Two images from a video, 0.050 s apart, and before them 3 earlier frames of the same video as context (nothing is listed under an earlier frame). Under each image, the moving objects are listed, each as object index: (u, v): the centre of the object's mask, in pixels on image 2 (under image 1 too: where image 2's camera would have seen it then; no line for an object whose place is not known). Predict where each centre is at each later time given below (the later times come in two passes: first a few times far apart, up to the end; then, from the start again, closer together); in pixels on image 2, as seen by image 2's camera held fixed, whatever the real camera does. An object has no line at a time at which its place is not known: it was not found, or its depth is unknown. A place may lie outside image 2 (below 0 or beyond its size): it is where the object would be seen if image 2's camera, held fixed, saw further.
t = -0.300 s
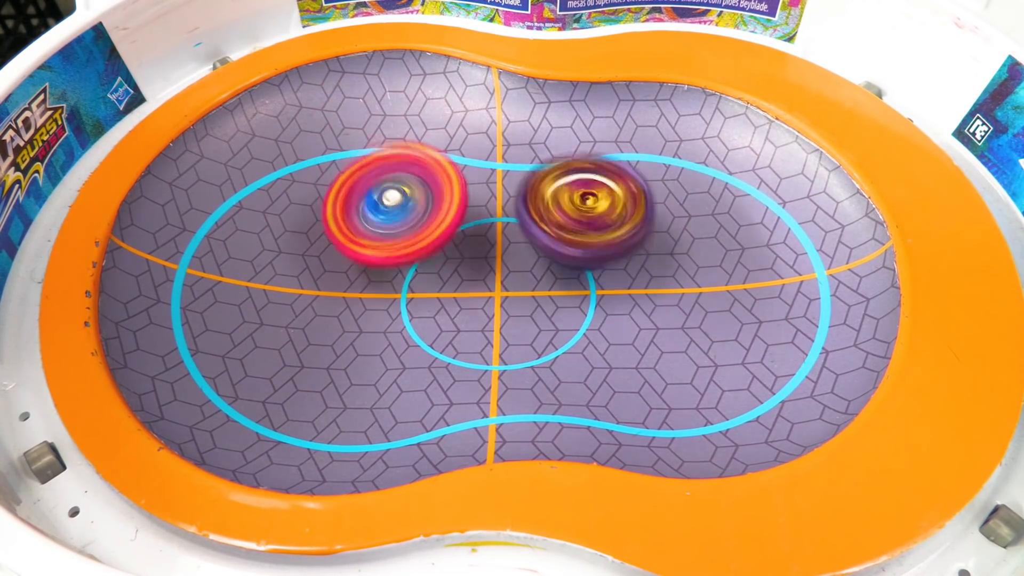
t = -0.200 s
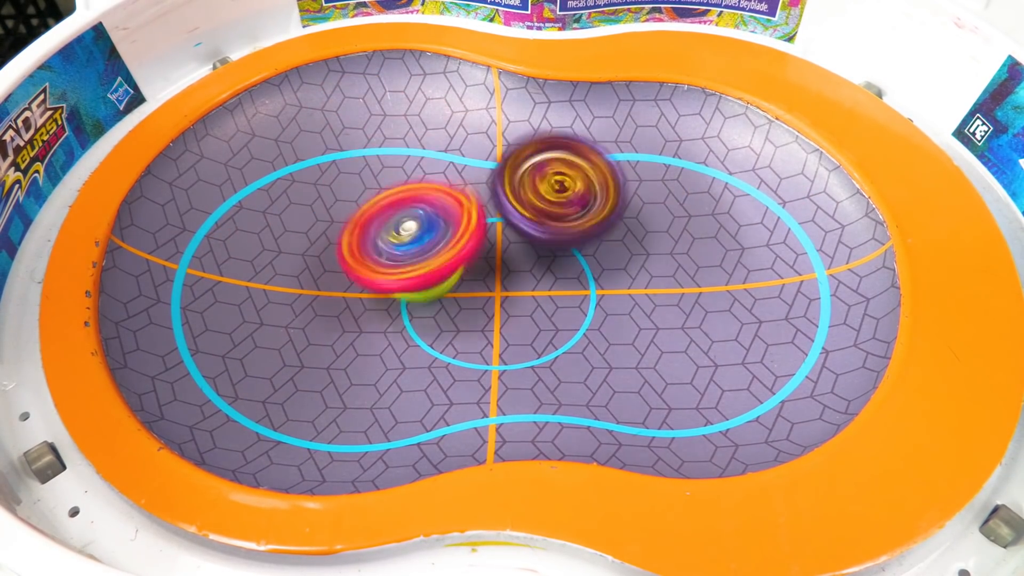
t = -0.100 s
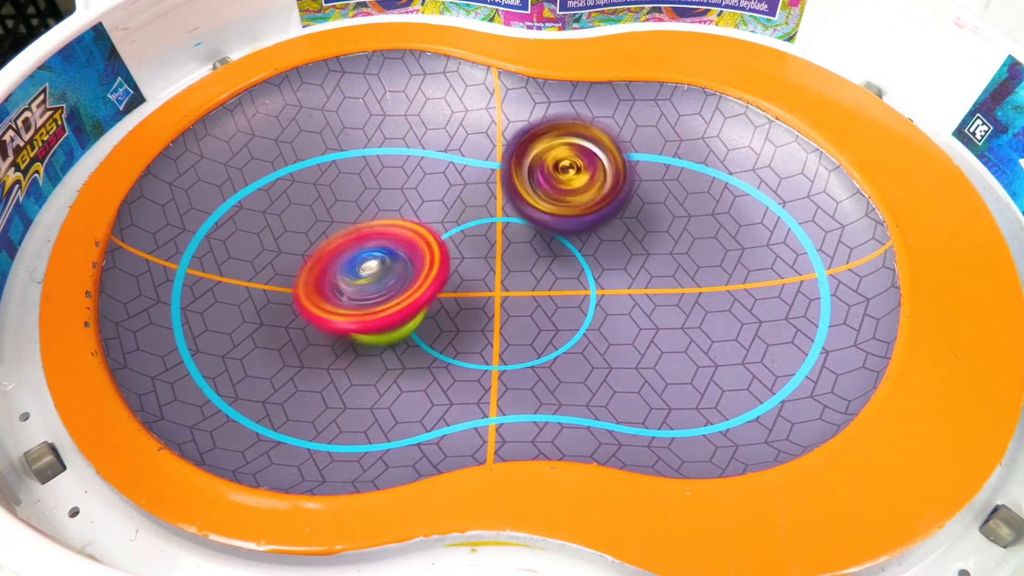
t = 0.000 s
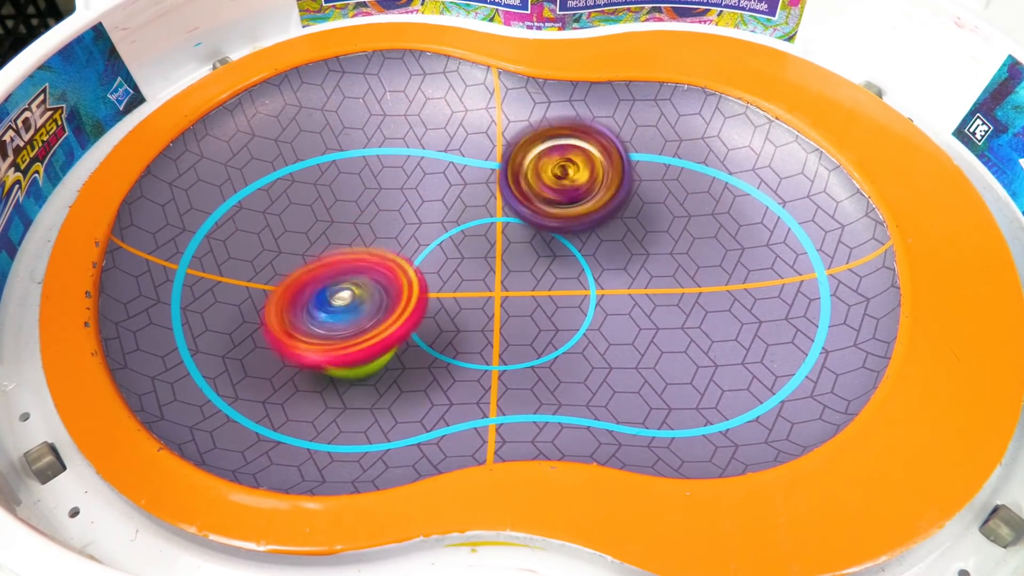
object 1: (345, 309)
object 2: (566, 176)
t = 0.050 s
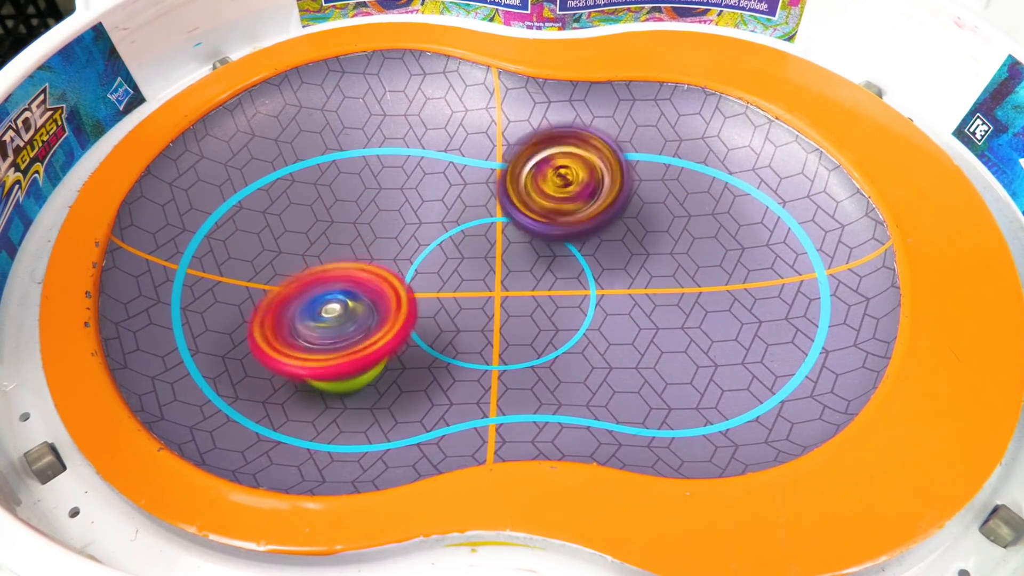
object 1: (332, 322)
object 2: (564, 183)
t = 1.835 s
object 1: (356, 248)
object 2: (762, 325)
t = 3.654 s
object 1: (348, 181)
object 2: (575, 242)
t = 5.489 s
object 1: (351, 159)
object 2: (480, 296)
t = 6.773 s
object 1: (396, 213)
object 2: (358, 288)
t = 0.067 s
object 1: (331, 325)
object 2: (565, 186)
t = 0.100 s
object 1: (328, 330)
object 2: (564, 194)
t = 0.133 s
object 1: (326, 334)
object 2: (567, 202)
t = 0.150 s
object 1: (327, 335)
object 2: (566, 208)
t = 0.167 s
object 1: (324, 336)
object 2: (569, 210)
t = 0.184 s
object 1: (327, 338)
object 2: (569, 216)
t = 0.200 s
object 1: (326, 336)
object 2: (570, 222)
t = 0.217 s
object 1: (327, 333)
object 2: (570, 224)
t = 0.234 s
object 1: (328, 332)
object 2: (573, 230)
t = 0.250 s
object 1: (328, 329)
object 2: (574, 234)
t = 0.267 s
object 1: (331, 326)
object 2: (573, 239)
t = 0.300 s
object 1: (333, 320)
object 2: (577, 247)
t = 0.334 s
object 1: (333, 309)
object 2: (579, 255)
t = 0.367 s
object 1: (334, 299)
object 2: (581, 265)
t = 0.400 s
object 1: (334, 289)
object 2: (581, 272)
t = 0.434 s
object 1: (336, 275)
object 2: (580, 280)
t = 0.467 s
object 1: (335, 261)
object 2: (582, 285)
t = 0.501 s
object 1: (334, 246)
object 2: (582, 288)
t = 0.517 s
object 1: (332, 239)
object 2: (583, 291)
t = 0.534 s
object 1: (332, 231)
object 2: (584, 292)
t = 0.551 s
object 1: (331, 226)
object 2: (581, 293)
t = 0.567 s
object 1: (330, 219)
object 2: (583, 294)
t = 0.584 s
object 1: (330, 213)
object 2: (582, 294)
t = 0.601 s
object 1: (328, 207)
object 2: (581, 296)
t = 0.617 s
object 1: (329, 200)
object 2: (580, 294)
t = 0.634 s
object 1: (328, 195)
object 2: (580, 294)
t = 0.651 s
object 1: (327, 187)
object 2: (580, 293)
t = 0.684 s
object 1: (324, 178)
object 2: (576, 289)
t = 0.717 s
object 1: (324, 170)
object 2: (571, 284)
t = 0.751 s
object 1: (325, 163)
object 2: (567, 277)
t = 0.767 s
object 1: (323, 158)
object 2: (564, 274)
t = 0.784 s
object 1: (325, 157)
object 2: (559, 269)
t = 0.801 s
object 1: (324, 155)
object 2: (558, 265)
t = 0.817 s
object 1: (326, 152)
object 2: (552, 261)
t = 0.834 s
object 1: (326, 152)
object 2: (547, 256)
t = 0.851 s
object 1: (327, 149)
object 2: (543, 250)
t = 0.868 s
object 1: (330, 150)
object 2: (538, 244)
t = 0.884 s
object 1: (330, 149)
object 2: (533, 240)
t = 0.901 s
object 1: (333, 149)
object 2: (526, 234)
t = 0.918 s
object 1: (334, 150)
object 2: (522, 230)
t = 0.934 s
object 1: (337, 150)
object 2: (516, 224)
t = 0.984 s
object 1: (349, 154)
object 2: (496, 207)
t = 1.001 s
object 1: (351, 156)
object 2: (488, 201)
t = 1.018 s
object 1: (354, 156)
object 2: (479, 197)
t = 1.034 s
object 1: (354, 156)
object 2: (480, 198)
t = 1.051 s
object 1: (352, 154)
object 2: (481, 197)
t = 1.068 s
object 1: (353, 154)
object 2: (491, 199)
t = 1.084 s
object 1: (353, 154)
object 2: (495, 199)
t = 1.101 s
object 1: (356, 155)
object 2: (500, 201)
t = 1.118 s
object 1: (359, 157)
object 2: (506, 203)
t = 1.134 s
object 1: (360, 159)
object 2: (506, 207)
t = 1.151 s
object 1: (364, 160)
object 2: (512, 208)
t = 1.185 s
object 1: (371, 165)
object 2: (520, 217)
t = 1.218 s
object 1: (378, 171)
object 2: (528, 223)
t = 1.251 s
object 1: (387, 177)
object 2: (537, 231)
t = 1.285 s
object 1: (395, 180)
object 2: (547, 238)
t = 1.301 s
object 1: (398, 183)
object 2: (553, 242)
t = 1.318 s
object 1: (400, 185)
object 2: (553, 246)
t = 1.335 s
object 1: (405, 187)
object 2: (560, 249)
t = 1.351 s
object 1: (406, 190)
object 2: (564, 253)
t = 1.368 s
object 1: (409, 192)
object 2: (568, 260)
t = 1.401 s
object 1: (413, 201)
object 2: (576, 266)
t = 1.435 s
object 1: (417, 210)
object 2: (582, 273)
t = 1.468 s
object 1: (424, 220)
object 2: (591, 279)
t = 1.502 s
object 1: (429, 230)
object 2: (596, 285)
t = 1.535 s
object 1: (434, 241)
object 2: (605, 290)
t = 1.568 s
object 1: (440, 253)
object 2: (609, 293)
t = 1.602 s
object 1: (447, 265)
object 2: (615, 296)
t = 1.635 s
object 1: (453, 273)
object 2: (618, 298)
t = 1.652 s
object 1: (457, 279)
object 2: (620, 299)
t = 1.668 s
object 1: (461, 283)
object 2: (622, 299)
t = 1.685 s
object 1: (461, 285)
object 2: (630, 302)
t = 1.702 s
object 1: (451, 279)
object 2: (651, 309)
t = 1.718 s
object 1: (436, 275)
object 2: (666, 315)
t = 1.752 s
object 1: (414, 268)
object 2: (700, 324)
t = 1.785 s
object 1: (391, 261)
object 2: (727, 328)
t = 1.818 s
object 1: (364, 253)
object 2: (753, 326)
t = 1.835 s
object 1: (356, 248)
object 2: (762, 325)
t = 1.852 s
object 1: (343, 245)
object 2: (775, 327)
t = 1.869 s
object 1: (330, 241)
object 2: (780, 325)
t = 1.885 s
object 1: (321, 235)
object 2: (788, 322)
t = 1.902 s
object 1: (310, 233)
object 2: (793, 318)
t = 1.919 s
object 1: (298, 229)
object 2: (802, 315)
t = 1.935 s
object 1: (288, 223)
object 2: (802, 313)
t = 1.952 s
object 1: (280, 220)
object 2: (807, 306)
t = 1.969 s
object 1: (271, 217)
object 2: (805, 303)
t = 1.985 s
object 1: (261, 212)
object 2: (807, 297)
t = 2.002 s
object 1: (256, 209)
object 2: (806, 294)
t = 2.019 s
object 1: (249, 207)
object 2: (803, 289)
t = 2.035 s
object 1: (241, 205)
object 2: (799, 286)
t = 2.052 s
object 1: (239, 201)
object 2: (794, 280)
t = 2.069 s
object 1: (235, 201)
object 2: (791, 277)
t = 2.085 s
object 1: (231, 200)
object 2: (783, 273)
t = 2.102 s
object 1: (230, 198)
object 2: (777, 268)
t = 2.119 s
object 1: (230, 199)
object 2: (769, 264)
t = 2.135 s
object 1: (230, 200)
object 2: (762, 260)
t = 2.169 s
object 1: (235, 200)
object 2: (743, 250)
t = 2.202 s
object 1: (241, 202)
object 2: (722, 240)
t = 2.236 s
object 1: (257, 204)
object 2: (698, 230)
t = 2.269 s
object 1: (271, 203)
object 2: (676, 217)
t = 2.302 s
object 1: (290, 206)
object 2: (652, 209)
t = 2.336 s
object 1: (312, 203)
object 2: (626, 198)
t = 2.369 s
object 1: (333, 203)
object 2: (603, 184)
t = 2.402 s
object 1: (360, 200)
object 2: (577, 173)
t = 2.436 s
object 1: (381, 196)
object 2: (552, 163)
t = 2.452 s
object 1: (394, 193)
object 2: (540, 158)
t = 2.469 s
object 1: (400, 193)
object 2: (532, 153)
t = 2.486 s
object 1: (398, 190)
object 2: (531, 147)
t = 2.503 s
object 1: (397, 189)
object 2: (532, 144)
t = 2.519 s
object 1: (392, 190)
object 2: (533, 137)
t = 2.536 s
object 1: (388, 189)
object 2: (536, 134)
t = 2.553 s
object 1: (387, 189)
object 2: (536, 129)
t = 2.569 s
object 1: (387, 190)
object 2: (538, 124)
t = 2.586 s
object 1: (387, 191)
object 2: (537, 121)
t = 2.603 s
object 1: (384, 194)
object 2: (539, 115)
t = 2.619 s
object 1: (384, 194)
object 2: (541, 114)
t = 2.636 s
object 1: (385, 196)
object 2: (542, 110)
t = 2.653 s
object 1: (384, 199)
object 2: (547, 109)
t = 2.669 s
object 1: (380, 201)
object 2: (547, 111)
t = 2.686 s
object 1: (380, 203)
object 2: (548, 111)
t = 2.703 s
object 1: (380, 205)
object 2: (547, 113)
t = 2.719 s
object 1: (378, 209)
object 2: (547, 113)
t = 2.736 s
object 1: (376, 211)
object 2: (550, 117)
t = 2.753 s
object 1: (376, 213)
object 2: (549, 124)
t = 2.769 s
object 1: (375, 216)
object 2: (547, 129)
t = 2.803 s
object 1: (370, 221)
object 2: (543, 142)
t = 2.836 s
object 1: (367, 228)
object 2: (542, 161)
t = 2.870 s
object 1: (363, 233)
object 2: (539, 180)
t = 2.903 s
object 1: (360, 240)
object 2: (537, 199)
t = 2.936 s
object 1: (357, 244)
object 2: (537, 221)
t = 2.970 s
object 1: (351, 251)
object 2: (536, 238)
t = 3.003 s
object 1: (351, 254)
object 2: (532, 256)
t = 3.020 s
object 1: (351, 256)
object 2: (530, 267)
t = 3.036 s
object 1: (347, 258)
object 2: (527, 276)
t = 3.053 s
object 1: (348, 259)
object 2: (526, 284)
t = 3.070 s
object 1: (348, 261)
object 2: (522, 293)
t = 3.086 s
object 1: (347, 263)
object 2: (522, 300)
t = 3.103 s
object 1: (344, 264)
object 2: (521, 309)
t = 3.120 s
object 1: (346, 264)
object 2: (520, 314)
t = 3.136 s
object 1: (347, 265)
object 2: (517, 322)
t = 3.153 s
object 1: (345, 267)
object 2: (515, 327)
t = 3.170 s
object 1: (345, 266)
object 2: (516, 331)
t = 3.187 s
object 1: (347, 266)
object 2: (513, 336)
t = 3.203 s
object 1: (349, 267)
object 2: (515, 338)
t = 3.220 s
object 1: (347, 268)
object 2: (513, 340)
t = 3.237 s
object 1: (347, 266)
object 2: (510, 341)
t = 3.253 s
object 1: (350, 266)
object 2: (510, 342)
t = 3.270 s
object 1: (351, 266)
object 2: (507, 341)
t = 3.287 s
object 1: (350, 265)
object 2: (508, 340)
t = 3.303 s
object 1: (352, 263)
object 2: (505, 337)
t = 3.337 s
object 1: (355, 261)
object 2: (503, 329)
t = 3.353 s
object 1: (354, 258)
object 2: (500, 325)
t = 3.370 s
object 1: (357, 256)
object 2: (501, 319)
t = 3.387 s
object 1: (360, 254)
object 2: (498, 313)
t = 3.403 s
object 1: (360, 252)
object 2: (497, 306)
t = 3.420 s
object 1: (360, 248)
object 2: (496, 297)
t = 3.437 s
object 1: (359, 243)
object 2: (503, 296)
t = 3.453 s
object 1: (353, 235)
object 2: (507, 296)
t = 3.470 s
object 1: (351, 228)
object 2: (511, 290)
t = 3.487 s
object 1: (350, 223)
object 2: (517, 281)
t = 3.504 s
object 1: (351, 218)
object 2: (529, 276)
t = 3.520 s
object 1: (351, 215)
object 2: (536, 275)
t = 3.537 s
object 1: (349, 211)
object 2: (539, 270)
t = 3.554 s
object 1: (345, 205)
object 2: (545, 264)
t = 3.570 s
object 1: (346, 200)
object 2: (551, 261)
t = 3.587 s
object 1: (348, 196)
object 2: (555, 257)
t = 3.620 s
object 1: (345, 189)
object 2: (568, 249)
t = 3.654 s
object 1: (348, 181)
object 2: (575, 242)
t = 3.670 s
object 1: (349, 179)
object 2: (580, 239)
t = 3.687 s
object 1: (347, 176)
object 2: (582, 237)
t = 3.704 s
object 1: (348, 172)
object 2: (586, 232)
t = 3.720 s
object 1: (351, 170)
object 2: (590, 229)
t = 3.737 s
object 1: (352, 169)
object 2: (593, 228)
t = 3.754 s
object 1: (352, 167)
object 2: (596, 223)
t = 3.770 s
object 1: (353, 165)
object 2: (603, 221)
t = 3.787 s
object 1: (356, 163)
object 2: (605, 221)
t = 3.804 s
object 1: (359, 165)
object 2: (606, 218)
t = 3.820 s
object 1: (359, 164)
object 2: (609, 216)
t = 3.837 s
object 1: (360, 163)
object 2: (610, 214)
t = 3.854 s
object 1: (364, 162)
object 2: (611, 209)
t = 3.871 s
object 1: (367, 164)
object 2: (617, 208)
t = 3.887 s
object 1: (368, 166)
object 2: (620, 208)
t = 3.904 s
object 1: (370, 166)
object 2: (621, 207)
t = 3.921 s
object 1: (373, 166)
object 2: (624, 207)
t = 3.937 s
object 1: (378, 169)
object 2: (624, 207)
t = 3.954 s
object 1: (378, 172)
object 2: (623, 206)
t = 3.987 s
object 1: (382, 174)
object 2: (628, 205)
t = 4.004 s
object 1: (387, 177)
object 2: (628, 206)
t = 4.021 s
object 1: (387, 181)
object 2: (630, 206)
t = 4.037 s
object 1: (388, 182)
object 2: (631, 207)
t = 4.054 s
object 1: (390, 184)
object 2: (630, 209)
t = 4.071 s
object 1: (394, 186)
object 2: (630, 208)
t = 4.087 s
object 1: (393, 192)
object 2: (632, 211)
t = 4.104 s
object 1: (393, 194)
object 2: (631, 213)
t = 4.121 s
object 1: (394, 197)
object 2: (631, 213)
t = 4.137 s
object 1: (396, 201)
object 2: (633, 215)
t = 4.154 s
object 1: (396, 207)
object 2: (631, 216)
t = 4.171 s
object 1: (394, 210)
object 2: (631, 217)
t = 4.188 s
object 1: (395, 215)
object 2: (632, 218)
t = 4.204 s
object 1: (397, 218)
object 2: (631, 221)
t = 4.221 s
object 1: (397, 224)
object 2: (629, 222)
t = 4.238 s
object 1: (394, 229)
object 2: (628, 224)
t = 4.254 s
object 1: (393, 234)
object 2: (626, 226)
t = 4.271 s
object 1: (392, 237)
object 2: (623, 227)
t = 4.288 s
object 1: (392, 243)
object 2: (623, 227)
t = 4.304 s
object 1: (388, 247)
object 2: (623, 229)
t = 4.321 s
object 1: (388, 251)
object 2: (620, 231)
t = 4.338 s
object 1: (386, 254)
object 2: (617, 232)
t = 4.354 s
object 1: (386, 258)
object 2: (614, 233)
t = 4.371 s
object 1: (380, 263)
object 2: (610, 234)
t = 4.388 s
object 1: (378, 266)
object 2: (607, 234)
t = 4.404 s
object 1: (376, 269)
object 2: (606, 235)
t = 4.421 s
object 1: (376, 272)
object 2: (602, 235)
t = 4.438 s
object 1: (371, 276)
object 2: (598, 235)
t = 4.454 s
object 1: (368, 277)
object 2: (595, 236)
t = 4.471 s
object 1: (366, 280)
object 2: (590, 235)
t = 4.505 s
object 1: (361, 284)
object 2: (582, 234)
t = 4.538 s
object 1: (354, 286)
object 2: (571, 233)
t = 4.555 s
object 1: (354, 286)
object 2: (568, 232)
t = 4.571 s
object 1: (350, 287)
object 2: (561, 231)
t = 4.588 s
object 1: (344, 287)
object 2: (554, 230)
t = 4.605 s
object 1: (342, 286)
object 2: (551, 228)
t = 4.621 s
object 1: (341, 286)
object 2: (545, 227)
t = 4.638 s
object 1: (340, 285)
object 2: (539, 225)
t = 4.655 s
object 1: (336, 284)
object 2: (534, 223)
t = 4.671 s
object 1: (334, 282)
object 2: (527, 221)
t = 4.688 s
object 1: (333, 281)
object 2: (521, 219)
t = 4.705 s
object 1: (333, 280)
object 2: (515, 217)
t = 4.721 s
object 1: (329, 278)
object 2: (510, 215)
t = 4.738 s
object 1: (328, 275)
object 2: (503, 212)
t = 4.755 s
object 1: (329, 272)
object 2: (496, 209)
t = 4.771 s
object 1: (330, 270)
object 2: (489, 207)
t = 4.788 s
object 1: (328, 268)
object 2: (481, 205)
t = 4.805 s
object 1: (326, 264)
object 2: (473, 202)
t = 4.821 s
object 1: (328, 260)
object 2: (469, 199)
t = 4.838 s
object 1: (331, 257)
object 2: (461, 198)
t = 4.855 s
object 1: (333, 256)
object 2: (455, 194)
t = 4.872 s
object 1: (332, 253)
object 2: (454, 191)
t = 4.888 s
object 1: (331, 250)
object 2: (452, 189)
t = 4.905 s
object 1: (327, 247)
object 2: (454, 184)
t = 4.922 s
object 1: (322, 244)
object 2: (460, 181)
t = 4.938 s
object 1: (320, 240)
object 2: (466, 178)
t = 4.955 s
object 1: (318, 236)
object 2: (468, 176)
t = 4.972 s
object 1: (321, 232)
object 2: (470, 171)
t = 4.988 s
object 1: (325, 229)
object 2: (473, 166)
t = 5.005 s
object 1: (327, 227)
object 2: (475, 163)
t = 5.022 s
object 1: (326, 225)
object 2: (477, 159)
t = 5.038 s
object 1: (326, 221)
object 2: (481, 155)
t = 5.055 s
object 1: (329, 215)
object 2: (484, 155)
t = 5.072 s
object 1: (334, 212)
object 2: (488, 157)
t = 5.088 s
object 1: (338, 211)
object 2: (490, 160)
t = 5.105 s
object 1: (340, 209)
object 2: (491, 162)
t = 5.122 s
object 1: (342, 206)
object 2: (492, 165)
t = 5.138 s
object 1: (346, 202)
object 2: (492, 171)
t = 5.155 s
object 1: (351, 199)
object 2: (490, 176)
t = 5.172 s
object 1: (354, 197)
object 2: (492, 180)
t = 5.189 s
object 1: (356, 194)
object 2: (493, 188)
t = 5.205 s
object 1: (351, 188)
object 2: (500, 198)
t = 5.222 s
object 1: (353, 188)
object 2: (511, 218)
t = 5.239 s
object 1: (353, 182)
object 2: (519, 227)
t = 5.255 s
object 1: (353, 176)
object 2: (525, 234)
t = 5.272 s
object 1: (348, 172)
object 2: (530, 238)
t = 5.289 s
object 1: (345, 167)
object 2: (530, 243)
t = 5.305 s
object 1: (346, 165)
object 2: (528, 250)
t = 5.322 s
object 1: (346, 163)
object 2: (527, 258)
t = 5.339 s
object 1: (346, 161)
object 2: (522, 265)
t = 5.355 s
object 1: (345, 161)
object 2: (516, 274)
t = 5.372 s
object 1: (343, 160)
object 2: (508, 282)
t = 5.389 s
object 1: (342, 158)
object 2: (505, 288)
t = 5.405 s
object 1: (341, 156)
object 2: (503, 294)
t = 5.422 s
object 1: (343, 154)
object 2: (499, 298)
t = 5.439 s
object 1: (344, 154)
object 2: (495, 300)
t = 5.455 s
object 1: (348, 154)
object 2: (488, 299)
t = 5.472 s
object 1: (350, 157)
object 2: (484, 297)
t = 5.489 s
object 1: (351, 159)
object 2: (480, 296)
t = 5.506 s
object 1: (352, 161)
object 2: (472, 296)
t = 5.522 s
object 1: (353, 163)
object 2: (467, 294)
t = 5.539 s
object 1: (355, 165)
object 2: (462, 292)
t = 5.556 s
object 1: (358, 167)
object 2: (459, 290)
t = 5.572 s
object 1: (360, 171)
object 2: (455, 287)
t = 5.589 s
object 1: (362, 174)
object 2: (450, 280)
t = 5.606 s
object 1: (363, 176)
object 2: (447, 272)
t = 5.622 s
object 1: (362, 175)
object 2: (447, 270)
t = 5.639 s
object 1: (363, 172)
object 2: (449, 270)
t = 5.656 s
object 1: (364, 169)
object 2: (445, 272)
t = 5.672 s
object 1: (367, 167)
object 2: (442, 275)
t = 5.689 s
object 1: (368, 165)
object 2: (434, 275)
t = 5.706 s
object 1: (368, 163)
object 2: (427, 273)
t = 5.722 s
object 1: (366, 163)
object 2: (423, 269)
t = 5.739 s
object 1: (364, 165)
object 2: (423, 269)
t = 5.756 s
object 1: (361, 167)
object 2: (422, 267)
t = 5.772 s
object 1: (358, 167)
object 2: (422, 267)
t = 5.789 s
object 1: (355, 166)
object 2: (425, 266)
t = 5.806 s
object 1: (353, 165)
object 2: (424, 264)
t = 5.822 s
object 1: (352, 163)
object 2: (425, 264)
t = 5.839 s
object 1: (355, 158)
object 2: (425, 266)
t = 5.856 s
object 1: (358, 155)
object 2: (423, 267)
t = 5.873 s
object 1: (363, 153)
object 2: (420, 265)
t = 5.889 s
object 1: (369, 148)
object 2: (417, 263)
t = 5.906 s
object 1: (374, 148)
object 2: (413, 259)
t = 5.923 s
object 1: (378, 149)
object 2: (412, 260)
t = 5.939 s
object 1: (380, 148)
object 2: (410, 262)
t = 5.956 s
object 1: (379, 151)
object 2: (407, 268)
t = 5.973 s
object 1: (378, 151)
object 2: (404, 273)
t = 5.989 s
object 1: (375, 152)
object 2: (399, 276)
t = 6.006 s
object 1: (373, 153)
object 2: (392, 279)
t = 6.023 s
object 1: (371, 154)
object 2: (385, 279)
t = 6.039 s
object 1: (368, 155)
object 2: (380, 277)
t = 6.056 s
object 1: (367, 156)
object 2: (380, 275)
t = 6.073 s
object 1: (370, 157)
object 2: (380, 277)
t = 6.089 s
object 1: (375, 156)
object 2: (379, 280)
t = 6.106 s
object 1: (379, 156)
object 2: (379, 282)
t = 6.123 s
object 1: (381, 157)
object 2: (379, 283)
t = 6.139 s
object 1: (383, 158)
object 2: (379, 283)
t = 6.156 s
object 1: (385, 159)
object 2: (379, 284)
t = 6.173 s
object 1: (385, 161)
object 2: (378, 283)
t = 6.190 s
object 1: (386, 164)
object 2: (378, 280)
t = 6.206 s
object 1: (385, 168)
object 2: (377, 278)
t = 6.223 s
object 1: (384, 168)
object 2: (378, 277)
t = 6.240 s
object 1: (383, 168)
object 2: (380, 277)
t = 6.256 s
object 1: (381, 168)
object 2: (382, 278)
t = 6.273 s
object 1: (380, 169)
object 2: (384, 280)
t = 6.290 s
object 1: (379, 169)
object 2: (385, 282)
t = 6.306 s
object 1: (381, 168)
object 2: (383, 283)
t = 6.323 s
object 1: (382, 167)
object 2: (380, 284)
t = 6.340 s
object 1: (384, 165)
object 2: (378, 285)
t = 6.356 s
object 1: (387, 164)
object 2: (377, 286)
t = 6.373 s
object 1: (390, 163)
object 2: (377, 286)
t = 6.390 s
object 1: (394, 162)
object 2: (376, 286)
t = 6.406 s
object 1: (398, 163)
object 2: (375, 285)
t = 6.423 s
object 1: (402, 165)
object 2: (374, 285)
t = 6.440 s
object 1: (405, 168)
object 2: (373, 285)
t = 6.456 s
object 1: (407, 172)
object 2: (371, 284)
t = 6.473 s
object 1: (408, 176)
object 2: (369, 283)
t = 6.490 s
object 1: (407, 180)
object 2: (367, 283)
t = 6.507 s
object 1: (404, 184)
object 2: (365, 282)
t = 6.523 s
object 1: (401, 185)
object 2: (363, 282)
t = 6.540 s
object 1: (398, 185)
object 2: (360, 282)
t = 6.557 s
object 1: (400, 184)
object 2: (357, 282)
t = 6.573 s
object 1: (404, 184)
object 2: (353, 282)
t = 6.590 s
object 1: (406, 186)
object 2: (352, 282)
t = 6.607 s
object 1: (407, 187)
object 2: (351, 283)
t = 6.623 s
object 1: (409, 188)
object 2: (351, 284)
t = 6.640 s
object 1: (410, 190)
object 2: (352, 285)
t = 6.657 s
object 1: (411, 193)
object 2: (353, 287)
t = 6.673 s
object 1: (409, 197)
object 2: (355, 287)
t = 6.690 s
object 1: (407, 202)
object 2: (356, 287)
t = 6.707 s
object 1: (404, 205)
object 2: (357, 287)
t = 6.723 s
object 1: (401, 208)
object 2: (358, 287)
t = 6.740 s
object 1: (399, 210)
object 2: (359, 287)
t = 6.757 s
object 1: (397, 212)
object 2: (359, 287)
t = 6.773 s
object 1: (396, 213)
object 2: (358, 288)
